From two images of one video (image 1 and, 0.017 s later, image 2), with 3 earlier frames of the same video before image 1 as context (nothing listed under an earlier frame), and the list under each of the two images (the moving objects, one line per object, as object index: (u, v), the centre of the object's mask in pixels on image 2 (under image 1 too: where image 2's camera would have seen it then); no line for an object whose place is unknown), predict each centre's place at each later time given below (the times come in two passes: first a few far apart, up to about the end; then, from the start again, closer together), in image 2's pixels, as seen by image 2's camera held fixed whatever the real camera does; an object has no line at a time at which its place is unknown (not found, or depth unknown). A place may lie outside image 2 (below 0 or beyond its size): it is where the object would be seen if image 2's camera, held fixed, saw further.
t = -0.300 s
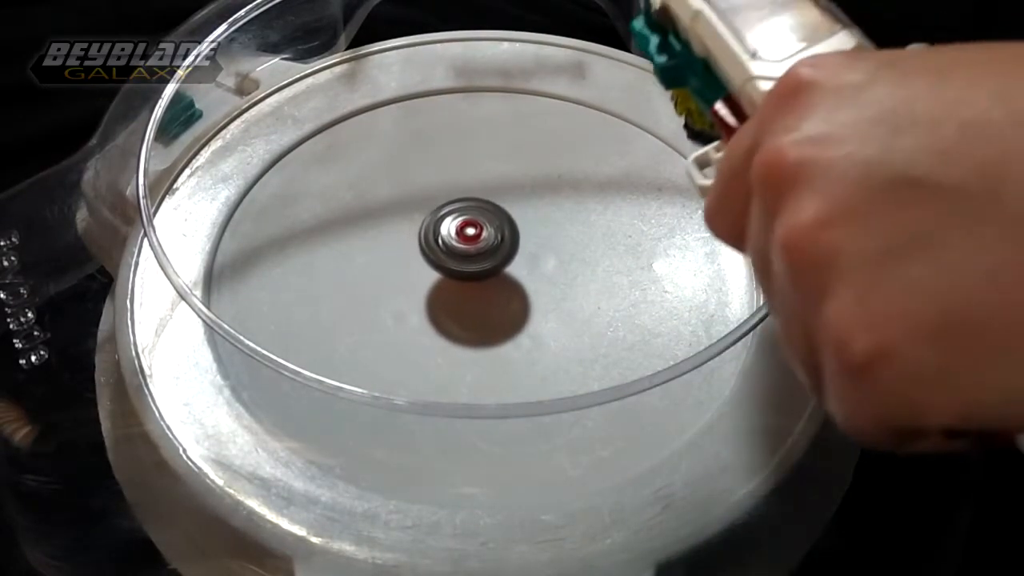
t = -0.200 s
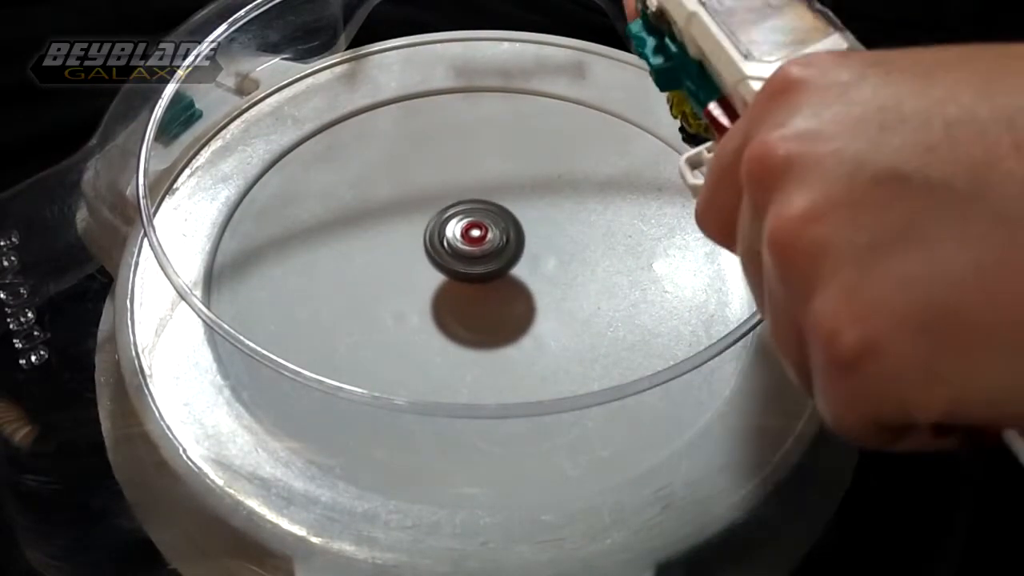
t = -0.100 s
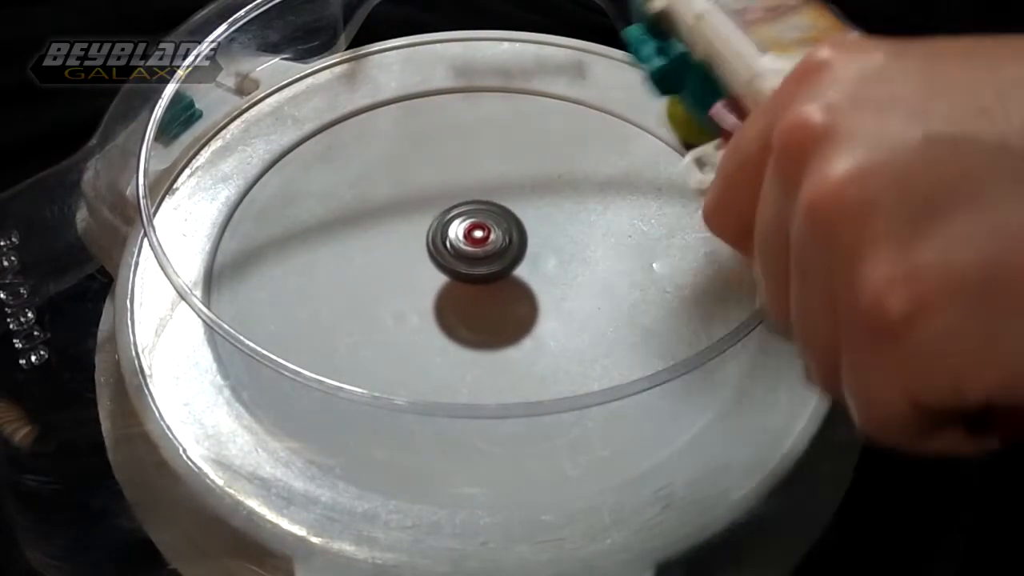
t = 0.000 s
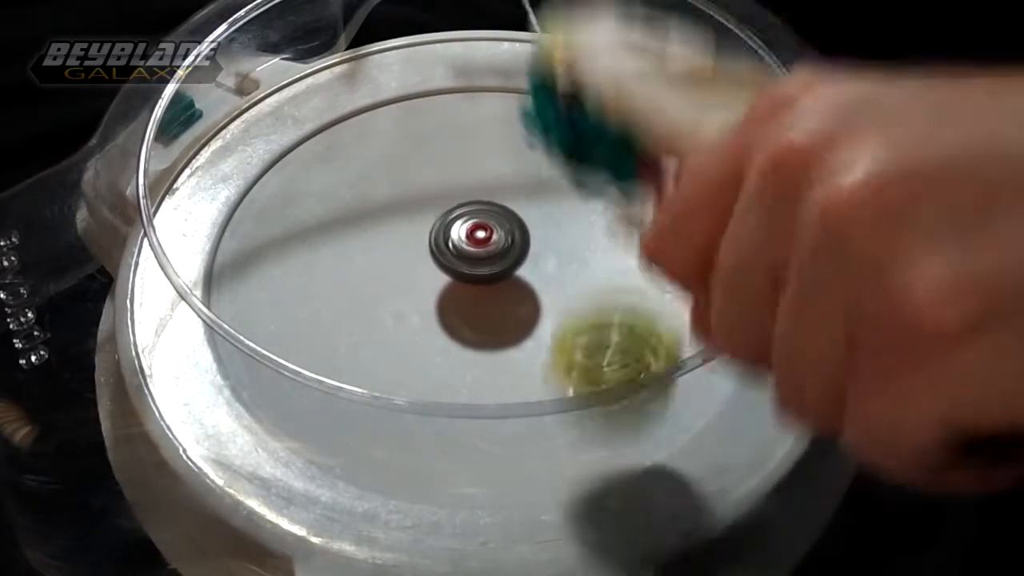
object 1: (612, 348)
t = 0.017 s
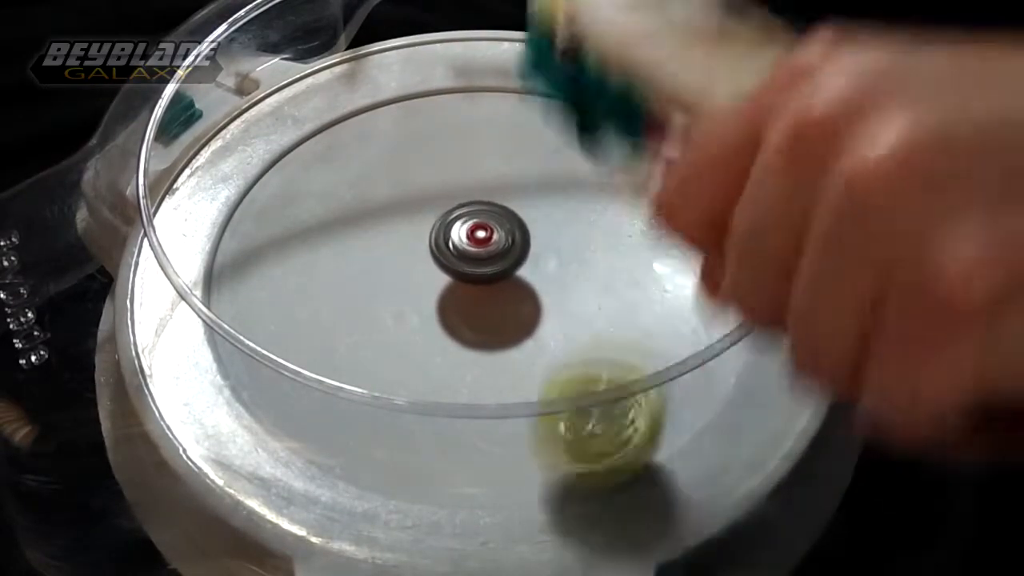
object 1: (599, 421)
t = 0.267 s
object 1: (492, 494)
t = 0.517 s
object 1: (411, 494)
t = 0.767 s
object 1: (359, 480)
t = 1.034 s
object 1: (241, 408)
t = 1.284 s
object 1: (193, 378)
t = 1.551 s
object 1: (284, 293)
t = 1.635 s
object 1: (316, 262)
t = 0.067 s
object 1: (577, 452)
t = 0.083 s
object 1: (567, 462)
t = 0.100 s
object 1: (559, 471)
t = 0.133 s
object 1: (544, 486)
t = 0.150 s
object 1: (536, 498)
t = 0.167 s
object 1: (530, 506)
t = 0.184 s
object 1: (523, 510)
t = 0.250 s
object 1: (497, 496)
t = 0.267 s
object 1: (492, 494)
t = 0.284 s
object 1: (486, 490)
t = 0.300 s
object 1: (481, 487)
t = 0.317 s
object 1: (475, 486)
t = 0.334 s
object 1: (470, 485)
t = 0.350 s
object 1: (465, 484)
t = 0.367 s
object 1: (460, 483)
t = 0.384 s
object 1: (455, 482)
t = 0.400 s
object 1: (450, 482)
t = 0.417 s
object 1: (446, 483)
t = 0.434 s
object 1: (441, 483)
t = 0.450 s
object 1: (435, 484)
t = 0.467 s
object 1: (430, 486)
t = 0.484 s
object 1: (424, 488)
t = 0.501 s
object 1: (417, 491)
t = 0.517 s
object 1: (411, 494)
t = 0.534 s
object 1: (406, 497)
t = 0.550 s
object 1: (401, 500)
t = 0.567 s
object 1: (396, 503)
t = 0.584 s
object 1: (393, 502)
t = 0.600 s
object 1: (390, 499)
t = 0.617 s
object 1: (388, 497)
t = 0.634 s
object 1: (385, 496)
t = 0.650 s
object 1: (383, 495)
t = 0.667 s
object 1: (379, 494)
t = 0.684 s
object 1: (376, 492)
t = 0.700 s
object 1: (373, 491)
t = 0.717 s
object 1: (370, 488)
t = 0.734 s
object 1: (366, 486)
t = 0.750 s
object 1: (363, 483)
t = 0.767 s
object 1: (359, 480)
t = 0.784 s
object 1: (354, 476)
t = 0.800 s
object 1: (349, 472)
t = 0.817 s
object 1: (343, 467)
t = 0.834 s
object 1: (338, 463)
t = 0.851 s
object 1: (331, 458)
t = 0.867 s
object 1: (324, 452)
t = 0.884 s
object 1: (316, 447)
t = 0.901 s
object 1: (308, 442)
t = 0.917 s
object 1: (300, 437)
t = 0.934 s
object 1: (292, 431)
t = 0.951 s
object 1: (284, 427)
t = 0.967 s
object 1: (275, 423)
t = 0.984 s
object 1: (266, 420)
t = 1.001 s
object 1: (258, 416)
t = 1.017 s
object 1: (250, 412)
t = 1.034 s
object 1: (241, 408)
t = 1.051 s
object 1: (233, 404)
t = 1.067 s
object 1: (226, 402)
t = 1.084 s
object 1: (219, 400)
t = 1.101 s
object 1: (214, 398)
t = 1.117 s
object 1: (208, 397)
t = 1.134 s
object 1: (203, 396)
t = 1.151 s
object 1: (200, 396)
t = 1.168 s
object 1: (196, 394)
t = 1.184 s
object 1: (196, 393)
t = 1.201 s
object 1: (194, 391)
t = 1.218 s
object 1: (193, 389)
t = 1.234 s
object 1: (192, 387)
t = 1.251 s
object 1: (192, 384)
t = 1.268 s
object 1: (192, 382)
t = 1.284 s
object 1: (193, 378)
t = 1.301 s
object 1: (194, 374)
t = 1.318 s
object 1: (195, 371)
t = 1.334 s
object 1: (195, 366)
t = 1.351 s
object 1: (205, 355)
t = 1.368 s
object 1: (208, 349)
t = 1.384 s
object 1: (213, 341)
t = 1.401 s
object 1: (215, 334)
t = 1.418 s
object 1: (221, 323)
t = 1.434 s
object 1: (225, 318)
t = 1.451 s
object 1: (233, 311)
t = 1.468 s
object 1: (249, 303)
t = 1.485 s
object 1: (253, 302)
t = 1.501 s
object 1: (260, 301)
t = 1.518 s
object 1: (267, 300)
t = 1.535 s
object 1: (274, 298)
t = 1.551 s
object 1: (284, 293)
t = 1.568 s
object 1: (298, 283)
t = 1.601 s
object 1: (305, 277)
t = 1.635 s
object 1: (316, 262)
